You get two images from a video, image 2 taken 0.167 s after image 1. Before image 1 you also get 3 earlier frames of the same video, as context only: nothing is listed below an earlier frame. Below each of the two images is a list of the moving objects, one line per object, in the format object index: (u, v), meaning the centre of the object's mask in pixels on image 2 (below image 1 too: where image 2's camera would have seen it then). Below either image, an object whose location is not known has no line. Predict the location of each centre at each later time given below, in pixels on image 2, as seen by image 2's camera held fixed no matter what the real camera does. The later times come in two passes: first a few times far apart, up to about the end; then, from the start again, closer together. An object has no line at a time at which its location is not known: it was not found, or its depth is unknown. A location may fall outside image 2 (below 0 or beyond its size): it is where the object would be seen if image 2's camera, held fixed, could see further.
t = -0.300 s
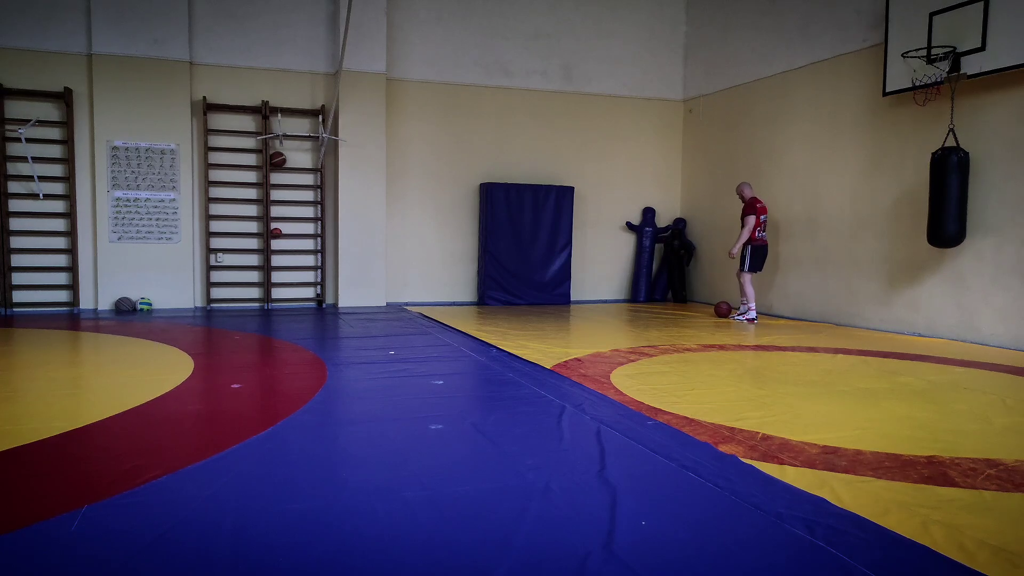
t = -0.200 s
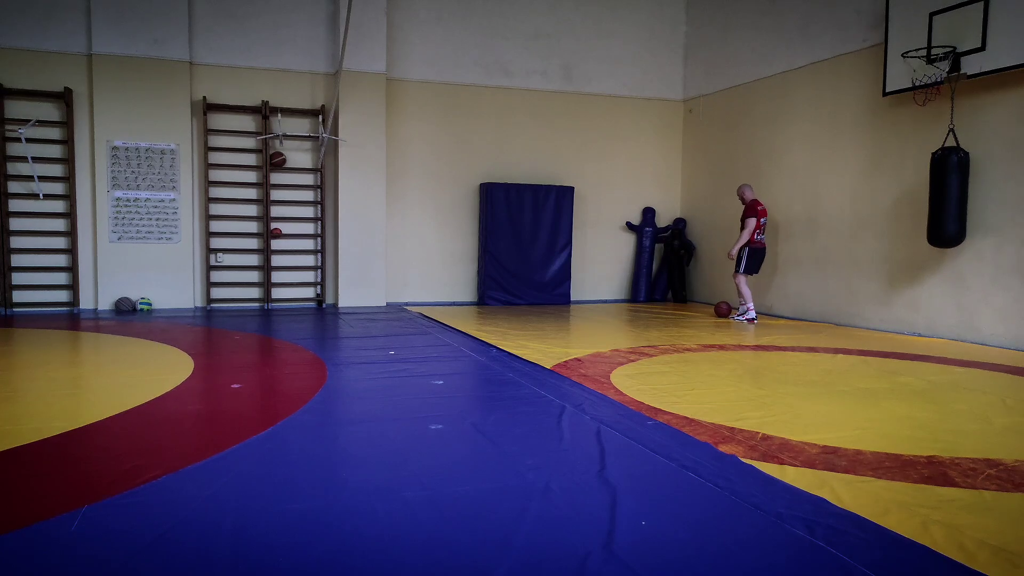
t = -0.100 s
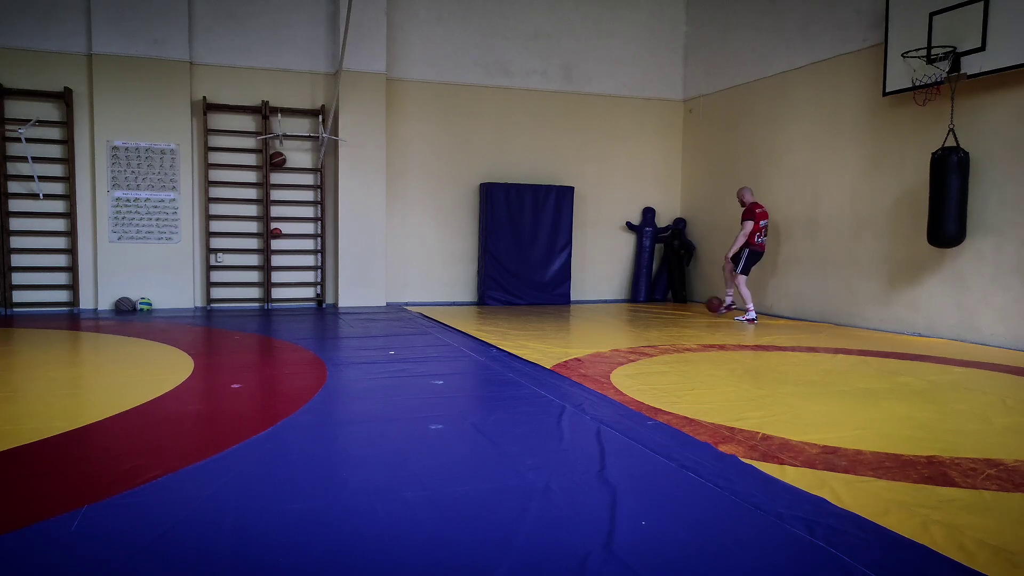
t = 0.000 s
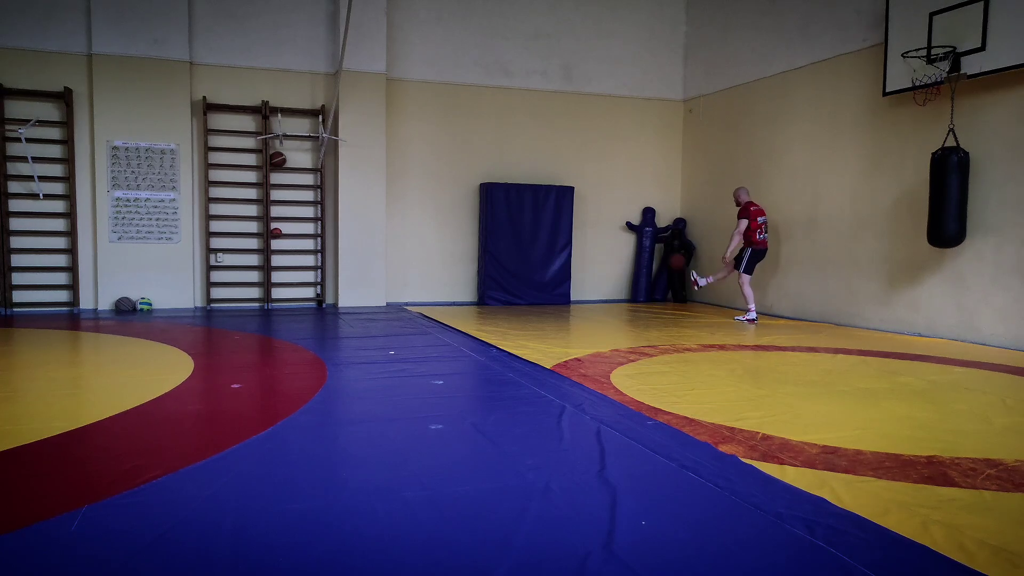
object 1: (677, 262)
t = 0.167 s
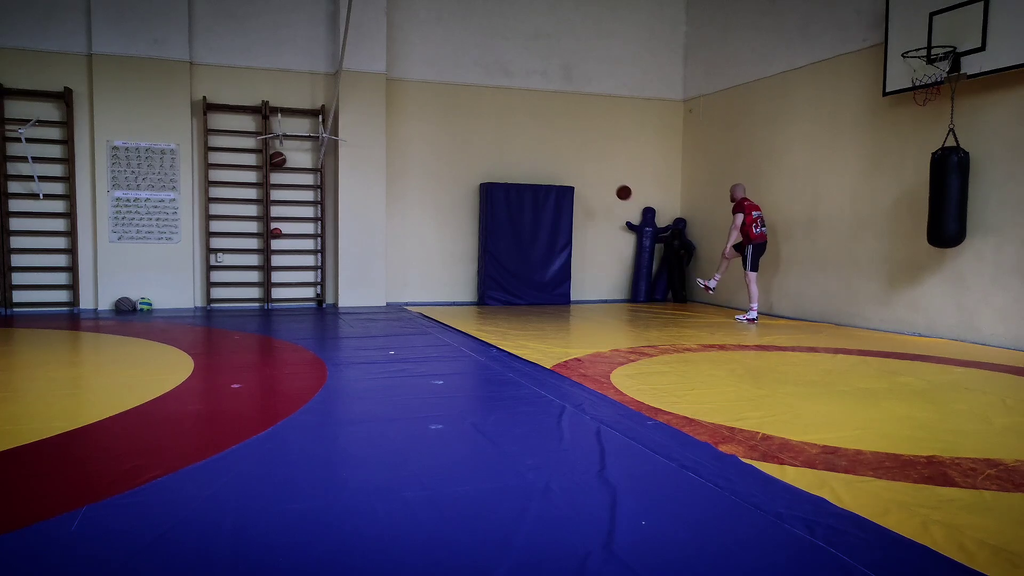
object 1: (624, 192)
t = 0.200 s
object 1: (614, 182)
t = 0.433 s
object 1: (576, 129)
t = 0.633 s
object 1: (585, 106)
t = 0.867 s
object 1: (597, 109)
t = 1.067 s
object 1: (608, 144)
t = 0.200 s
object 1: (614, 182)
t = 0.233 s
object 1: (604, 172)
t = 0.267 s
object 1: (595, 163)
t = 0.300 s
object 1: (585, 155)
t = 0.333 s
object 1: (576, 148)
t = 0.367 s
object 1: (572, 142)
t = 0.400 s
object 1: (574, 135)
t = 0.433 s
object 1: (576, 129)
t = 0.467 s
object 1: (577, 124)
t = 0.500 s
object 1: (579, 119)
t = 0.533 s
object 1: (580, 115)
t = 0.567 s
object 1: (582, 111)
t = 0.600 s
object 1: (583, 108)
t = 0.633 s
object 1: (585, 106)
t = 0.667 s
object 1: (586, 104)
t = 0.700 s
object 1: (588, 103)
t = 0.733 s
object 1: (590, 103)
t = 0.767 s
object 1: (592, 103)
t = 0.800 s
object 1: (593, 104)
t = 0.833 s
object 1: (595, 106)
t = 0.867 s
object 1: (597, 109)
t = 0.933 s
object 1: (600, 117)
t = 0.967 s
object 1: (602, 122)
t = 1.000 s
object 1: (604, 128)
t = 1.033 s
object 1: (606, 136)
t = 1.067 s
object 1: (608, 144)
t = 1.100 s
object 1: (610, 154)
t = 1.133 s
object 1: (612, 164)
